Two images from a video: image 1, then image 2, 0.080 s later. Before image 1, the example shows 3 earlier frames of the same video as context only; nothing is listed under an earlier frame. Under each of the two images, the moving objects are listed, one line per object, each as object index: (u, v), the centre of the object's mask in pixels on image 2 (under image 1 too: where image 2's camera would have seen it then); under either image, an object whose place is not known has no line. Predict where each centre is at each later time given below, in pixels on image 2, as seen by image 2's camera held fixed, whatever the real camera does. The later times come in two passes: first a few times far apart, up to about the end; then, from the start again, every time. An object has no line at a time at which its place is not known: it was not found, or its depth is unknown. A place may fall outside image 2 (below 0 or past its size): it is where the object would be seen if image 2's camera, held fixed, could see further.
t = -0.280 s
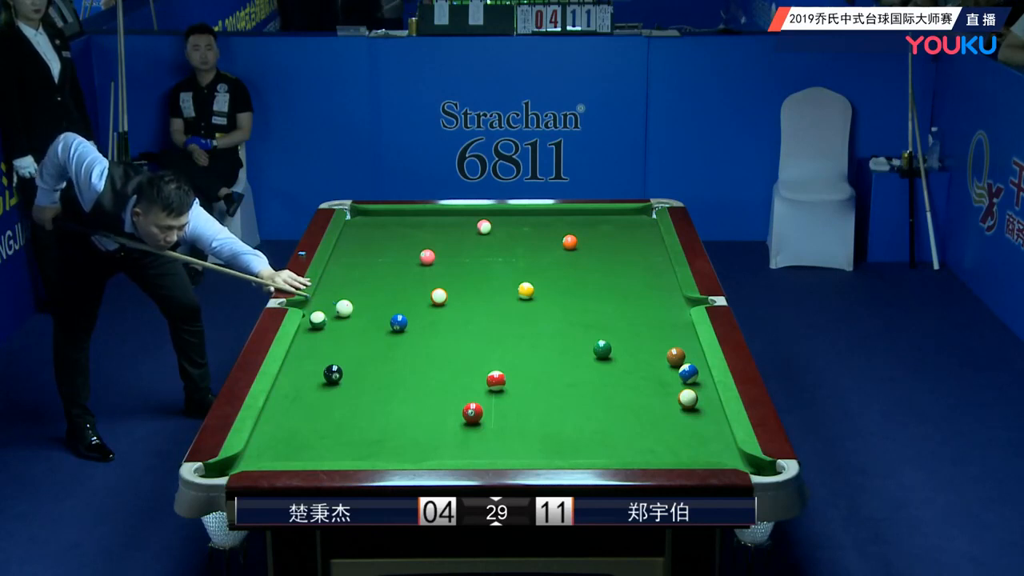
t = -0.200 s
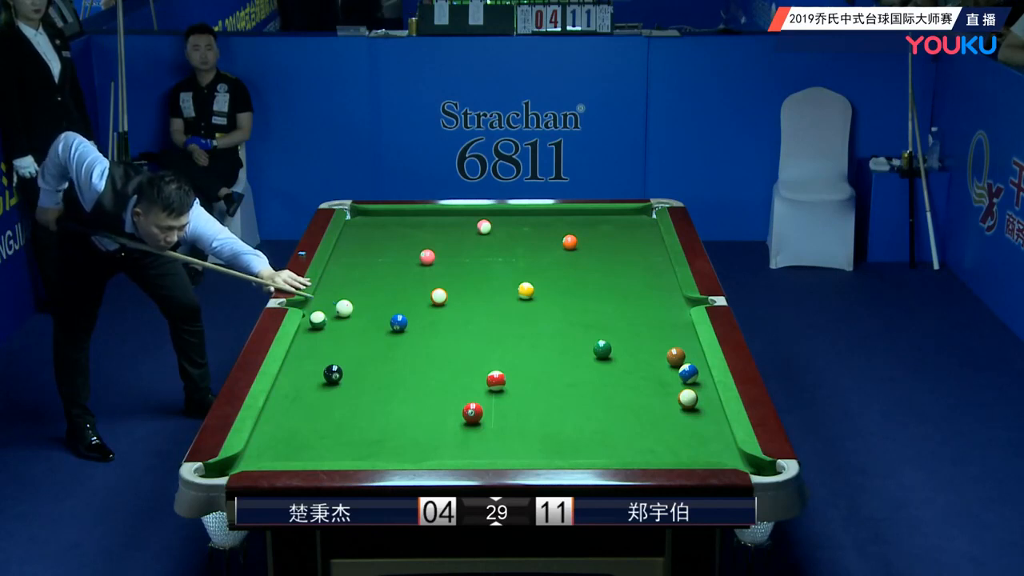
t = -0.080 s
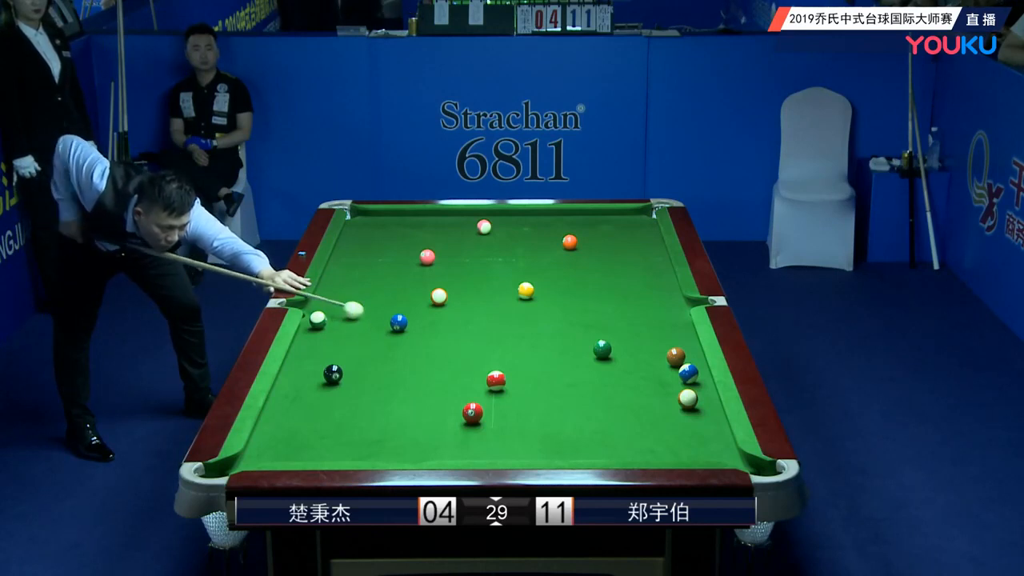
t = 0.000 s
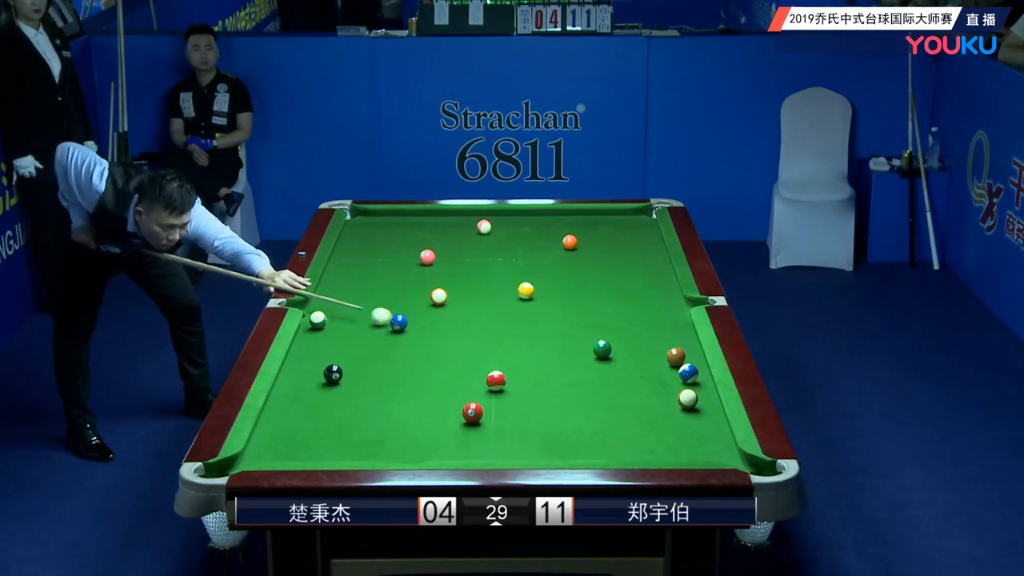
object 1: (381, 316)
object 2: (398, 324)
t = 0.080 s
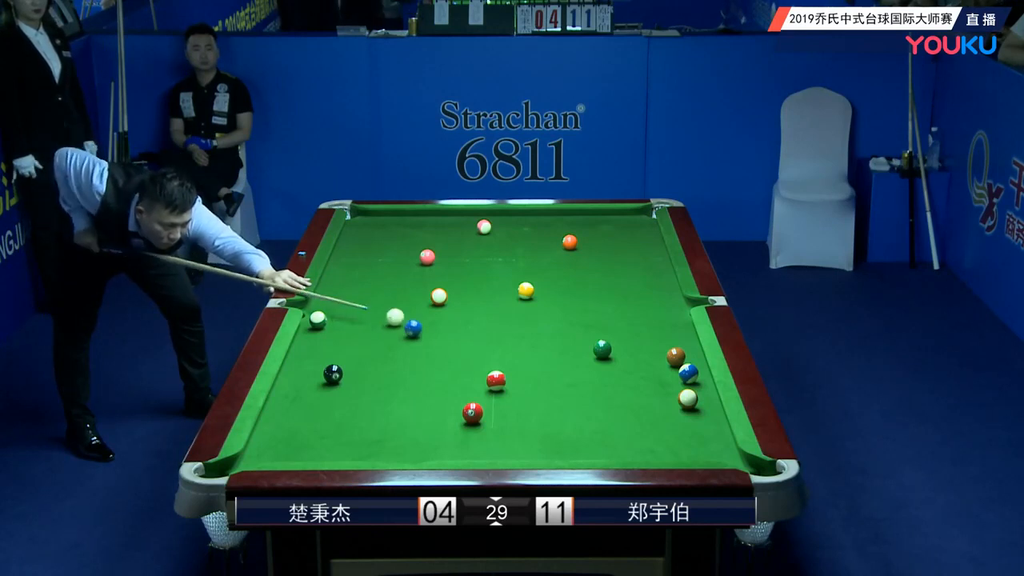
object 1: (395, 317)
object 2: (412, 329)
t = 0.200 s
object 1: (412, 317)
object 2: (438, 339)
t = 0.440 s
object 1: (448, 317)
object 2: (482, 357)
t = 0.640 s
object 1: (478, 318)
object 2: (520, 372)
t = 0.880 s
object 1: (510, 318)
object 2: (567, 391)
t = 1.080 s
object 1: (536, 319)
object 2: (607, 407)
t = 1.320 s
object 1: (566, 319)
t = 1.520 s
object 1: (589, 319)
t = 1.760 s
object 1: (614, 320)
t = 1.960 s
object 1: (634, 320)
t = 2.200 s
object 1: (656, 321)
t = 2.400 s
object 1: (672, 321)
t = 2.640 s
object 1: (679, 321)
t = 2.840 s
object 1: (671, 322)
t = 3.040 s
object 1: (664, 322)
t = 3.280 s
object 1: (657, 322)
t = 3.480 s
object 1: (653, 322)
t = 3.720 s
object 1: (650, 322)
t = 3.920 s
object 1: (648, 322)
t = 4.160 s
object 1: (648, 322)
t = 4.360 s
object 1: (648, 322)
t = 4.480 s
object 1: (648, 322)
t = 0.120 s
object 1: (400, 317)
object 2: (421, 333)
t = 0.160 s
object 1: (406, 317)
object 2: (430, 336)
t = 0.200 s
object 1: (412, 317)
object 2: (438, 339)
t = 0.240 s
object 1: (419, 317)
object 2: (445, 342)
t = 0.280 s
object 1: (425, 317)
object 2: (452, 345)
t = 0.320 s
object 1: (431, 317)
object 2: (460, 348)
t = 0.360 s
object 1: (437, 317)
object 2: (467, 351)
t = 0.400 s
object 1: (443, 317)
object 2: (474, 354)
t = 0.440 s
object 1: (448, 317)
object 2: (482, 357)
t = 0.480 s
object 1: (455, 317)
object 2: (489, 360)
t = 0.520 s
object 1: (460, 318)
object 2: (497, 362)
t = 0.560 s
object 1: (466, 318)
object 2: (505, 365)
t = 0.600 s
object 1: (472, 318)
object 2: (513, 369)
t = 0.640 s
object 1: (478, 318)
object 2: (520, 372)
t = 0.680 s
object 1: (483, 318)
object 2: (528, 375)
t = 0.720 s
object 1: (489, 318)
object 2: (536, 379)
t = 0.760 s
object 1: (494, 318)
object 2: (543, 382)
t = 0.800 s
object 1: (500, 318)
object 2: (551, 384)
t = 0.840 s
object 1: (505, 318)
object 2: (559, 388)
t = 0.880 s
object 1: (510, 318)
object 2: (567, 391)
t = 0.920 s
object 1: (516, 318)
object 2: (575, 394)
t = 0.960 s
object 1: (521, 318)
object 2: (583, 397)
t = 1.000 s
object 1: (526, 318)
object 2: (591, 401)
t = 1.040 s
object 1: (531, 319)
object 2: (599, 404)
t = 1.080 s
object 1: (536, 319)
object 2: (607, 407)
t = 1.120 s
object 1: (542, 319)
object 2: (615, 410)
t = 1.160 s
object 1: (547, 319)
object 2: (624, 414)
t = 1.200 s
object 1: (551, 319)
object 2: (632, 417)
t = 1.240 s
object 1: (556, 319)
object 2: (641, 420)
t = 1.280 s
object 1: (561, 319)
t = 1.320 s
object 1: (566, 319)
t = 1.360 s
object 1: (571, 319)
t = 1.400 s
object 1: (575, 319)
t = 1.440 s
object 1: (580, 319)
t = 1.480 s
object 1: (584, 319)
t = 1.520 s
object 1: (589, 319)
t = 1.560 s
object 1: (593, 320)
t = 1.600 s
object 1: (597, 320)
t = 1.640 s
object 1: (602, 320)
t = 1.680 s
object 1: (606, 320)
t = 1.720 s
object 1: (610, 320)
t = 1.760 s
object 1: (614, 320)
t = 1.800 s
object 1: (618, 320)
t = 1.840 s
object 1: (622, 320)
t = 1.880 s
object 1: (626, 320)
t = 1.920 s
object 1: (630, 320)
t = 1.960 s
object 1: (634, 320)
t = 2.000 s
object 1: (638, 320)
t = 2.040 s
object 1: (641, 320)
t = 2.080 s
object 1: (645, 320)
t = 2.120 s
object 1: (649, 321)
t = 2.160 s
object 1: (652, 321)
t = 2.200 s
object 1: (656, 321)
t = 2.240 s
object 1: (659, 321)
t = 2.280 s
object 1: (662, 321)
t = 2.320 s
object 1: (666, 321)
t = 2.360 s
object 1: (669, 321)
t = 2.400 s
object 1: (672, 321)
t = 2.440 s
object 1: (675, 321)
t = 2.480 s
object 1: (678, 321)
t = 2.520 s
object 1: (682, 321)
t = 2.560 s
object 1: (683, 321)
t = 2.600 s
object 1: (681, 321)
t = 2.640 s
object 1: (679, 321)
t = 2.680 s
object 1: (678, 322)
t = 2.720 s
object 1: (676, 322)
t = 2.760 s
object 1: (674, 322)
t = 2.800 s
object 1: (672, 322)
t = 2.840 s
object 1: (671, 322)
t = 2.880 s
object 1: (669, 322)
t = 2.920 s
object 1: (668, 322)
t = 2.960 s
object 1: (666, 322)
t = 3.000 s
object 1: (665, 322)
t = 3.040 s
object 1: (664, 322)
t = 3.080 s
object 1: (663, 322)
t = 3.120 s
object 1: (661, 322)
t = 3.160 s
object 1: (660, 322)
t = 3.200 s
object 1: (659, 322)
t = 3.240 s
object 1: (658, 322)
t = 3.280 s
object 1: (657, 322)
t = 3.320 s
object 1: (656, 322)
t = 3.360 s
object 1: (655, 322)
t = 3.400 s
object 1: (654, 322)
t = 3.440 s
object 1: (654, 322)
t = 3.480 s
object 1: (653, 322)
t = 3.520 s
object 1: (652, 322)
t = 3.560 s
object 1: (652, 322)
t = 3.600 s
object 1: (651, 322)
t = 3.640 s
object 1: (651, 322)
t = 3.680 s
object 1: (650, 322)
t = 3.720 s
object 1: (650, 322)
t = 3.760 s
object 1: (649, 322)
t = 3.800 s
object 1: (649, 322)
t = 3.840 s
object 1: (649, 322)
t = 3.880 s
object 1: (648, 322)
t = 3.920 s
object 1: (648, 322)
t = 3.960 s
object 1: (648, 322)
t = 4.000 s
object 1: (648, 322)
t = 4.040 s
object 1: (648, 322)
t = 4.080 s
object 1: (648, 322)
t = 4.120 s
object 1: (648, 322)
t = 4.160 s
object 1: (648, 322)
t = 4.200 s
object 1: (648, 322)
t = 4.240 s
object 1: (648, 322)
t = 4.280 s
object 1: (648, 322)
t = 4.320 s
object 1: (648, 322)
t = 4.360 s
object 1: (648, 322)
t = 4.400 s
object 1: (648, 322)
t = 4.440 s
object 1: (648, 322)
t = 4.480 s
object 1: (648, 322)
